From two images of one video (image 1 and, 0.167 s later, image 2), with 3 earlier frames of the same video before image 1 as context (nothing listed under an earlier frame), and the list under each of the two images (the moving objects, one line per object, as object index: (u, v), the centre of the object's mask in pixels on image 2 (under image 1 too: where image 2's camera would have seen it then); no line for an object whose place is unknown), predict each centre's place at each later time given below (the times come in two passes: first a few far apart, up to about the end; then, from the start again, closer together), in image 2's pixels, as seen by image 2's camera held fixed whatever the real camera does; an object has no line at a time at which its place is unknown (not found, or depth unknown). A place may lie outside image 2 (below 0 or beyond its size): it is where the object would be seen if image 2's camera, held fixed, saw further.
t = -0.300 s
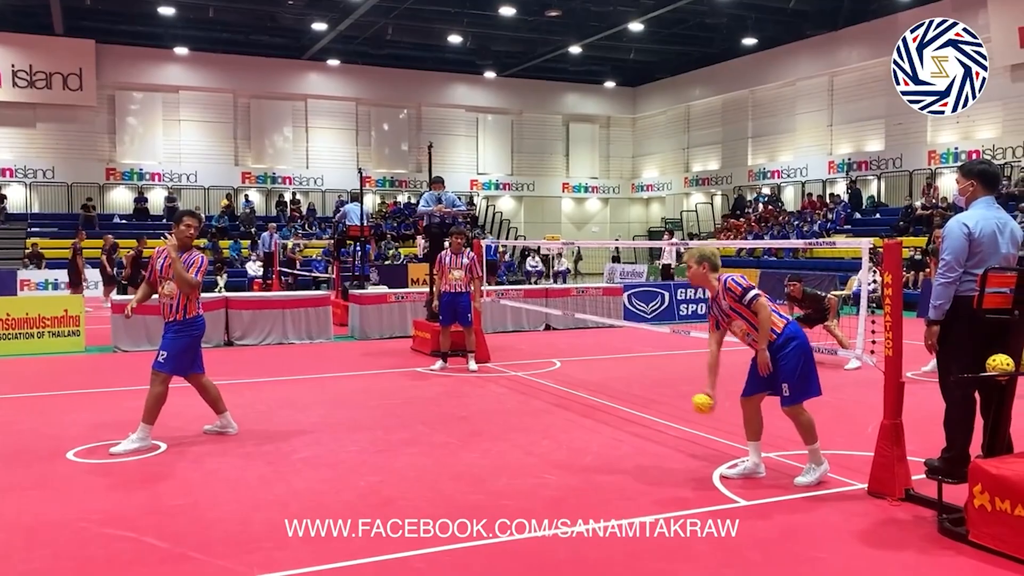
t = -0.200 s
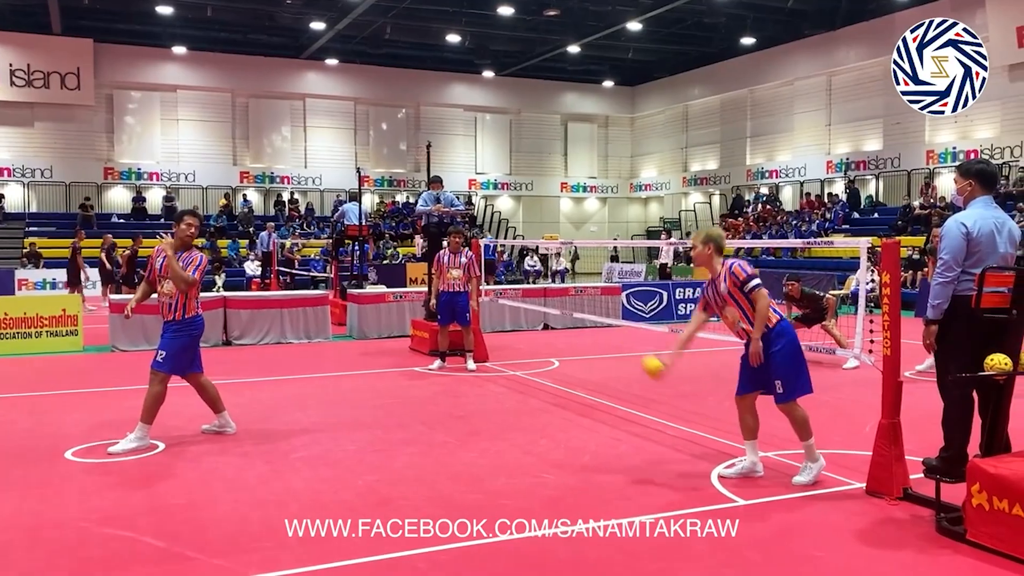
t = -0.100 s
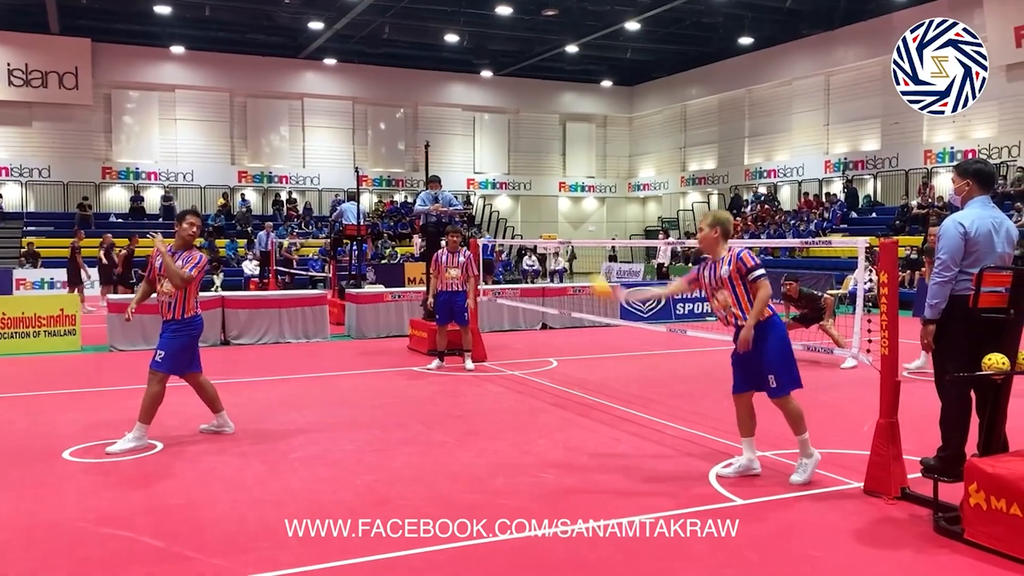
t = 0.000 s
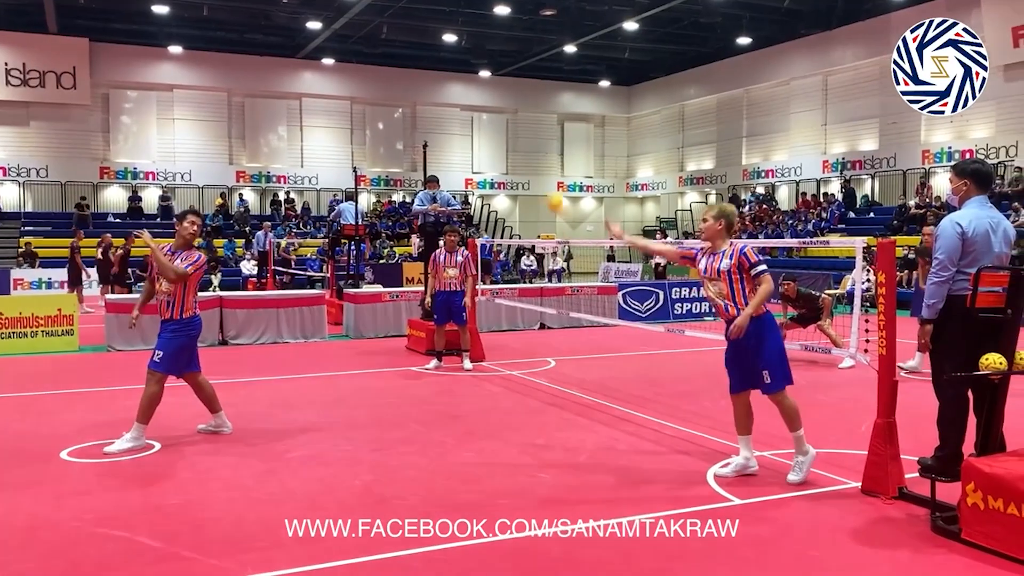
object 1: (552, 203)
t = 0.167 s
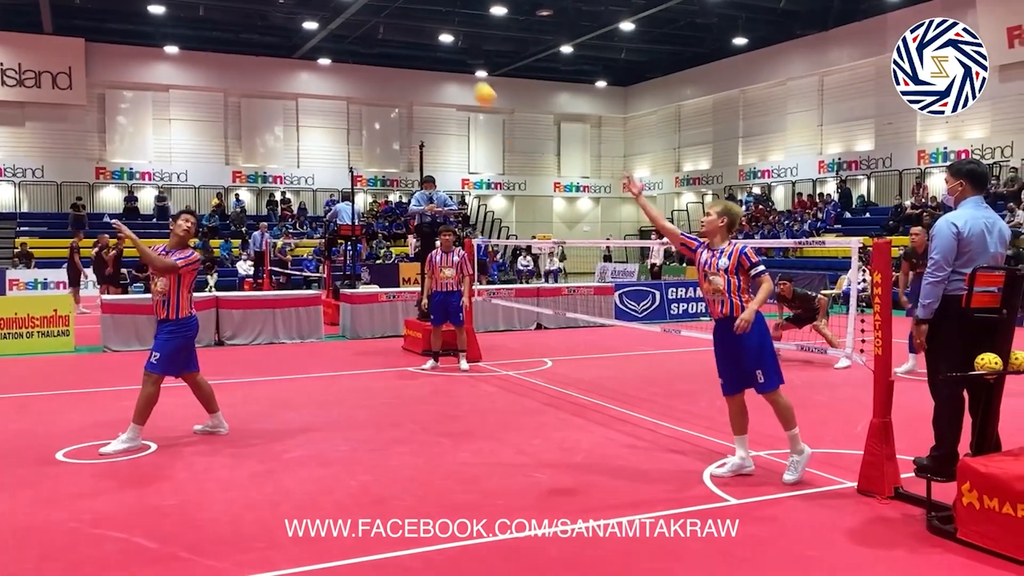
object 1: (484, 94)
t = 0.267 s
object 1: (444, 51)
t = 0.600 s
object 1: (313, 8)
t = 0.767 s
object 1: (253, 47)
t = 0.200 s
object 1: (470, 77)
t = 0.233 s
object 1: (457, 63)
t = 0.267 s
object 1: (444, 51)
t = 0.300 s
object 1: (429, 38)
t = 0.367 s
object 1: (404, 20)
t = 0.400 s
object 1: (391, 13)
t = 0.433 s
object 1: (378, 9)
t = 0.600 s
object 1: (313, 8)
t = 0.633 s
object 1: (301, 13)
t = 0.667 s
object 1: (289, 19)
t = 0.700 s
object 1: (277, 27)
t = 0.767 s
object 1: (253, 47)
